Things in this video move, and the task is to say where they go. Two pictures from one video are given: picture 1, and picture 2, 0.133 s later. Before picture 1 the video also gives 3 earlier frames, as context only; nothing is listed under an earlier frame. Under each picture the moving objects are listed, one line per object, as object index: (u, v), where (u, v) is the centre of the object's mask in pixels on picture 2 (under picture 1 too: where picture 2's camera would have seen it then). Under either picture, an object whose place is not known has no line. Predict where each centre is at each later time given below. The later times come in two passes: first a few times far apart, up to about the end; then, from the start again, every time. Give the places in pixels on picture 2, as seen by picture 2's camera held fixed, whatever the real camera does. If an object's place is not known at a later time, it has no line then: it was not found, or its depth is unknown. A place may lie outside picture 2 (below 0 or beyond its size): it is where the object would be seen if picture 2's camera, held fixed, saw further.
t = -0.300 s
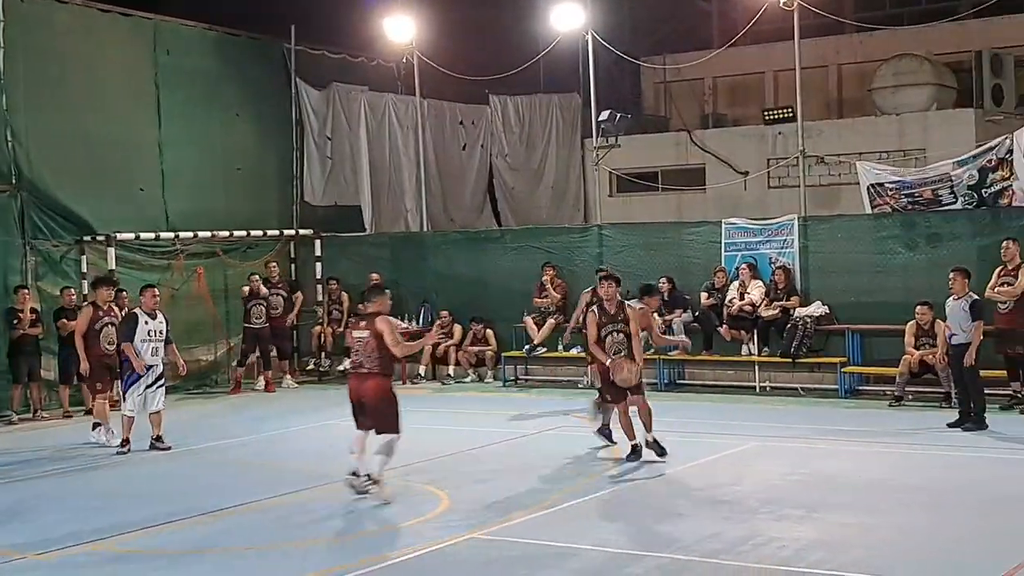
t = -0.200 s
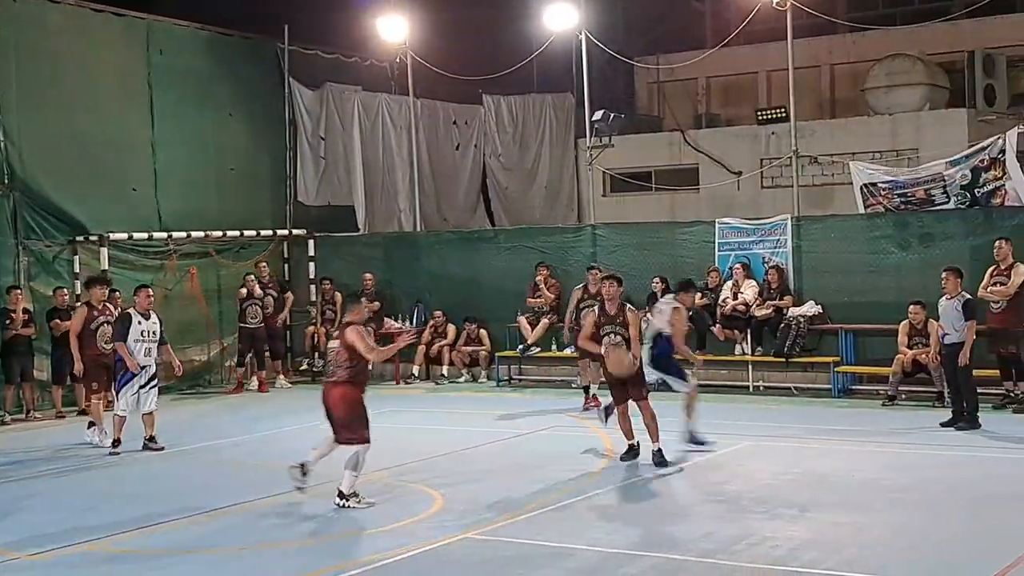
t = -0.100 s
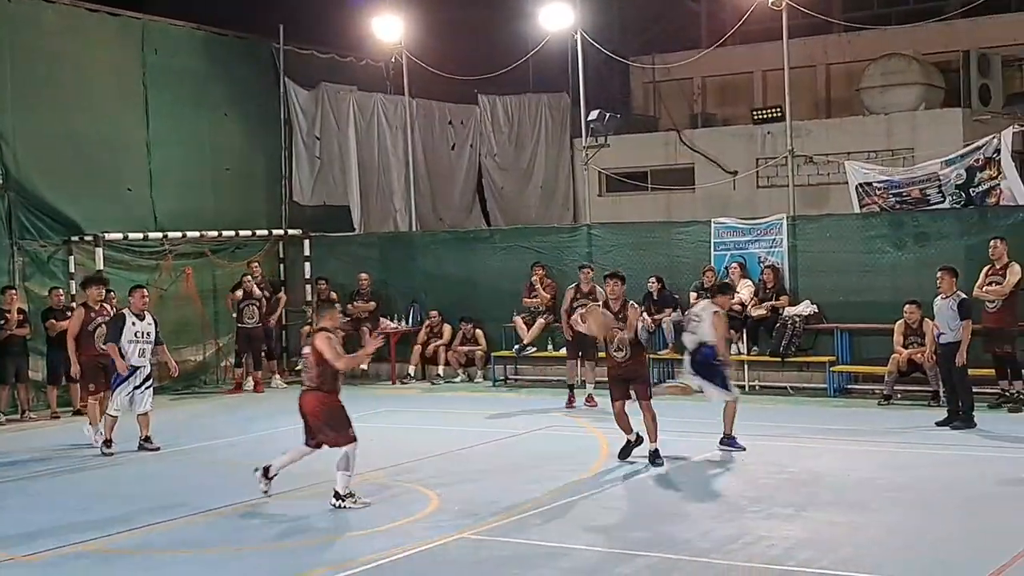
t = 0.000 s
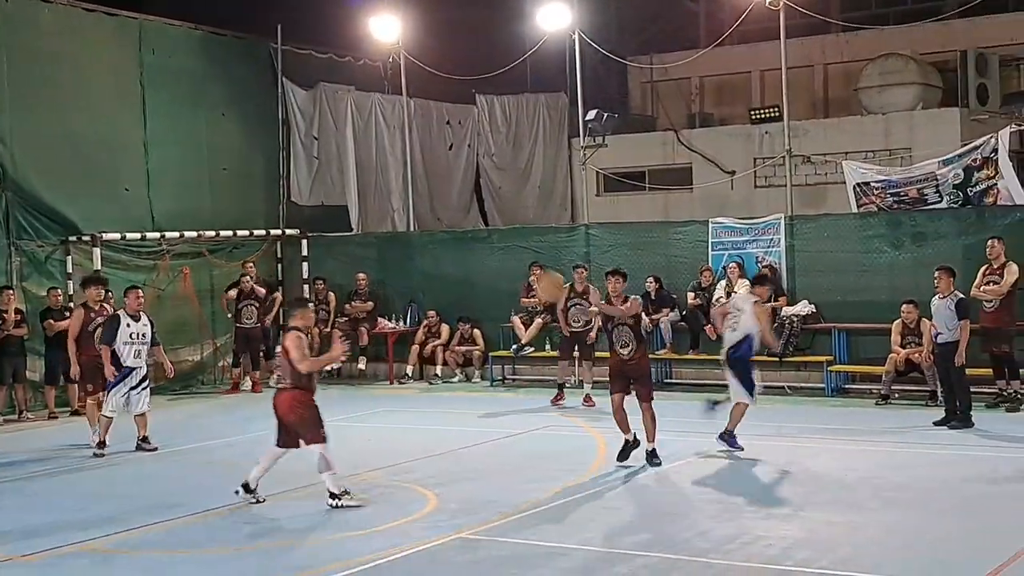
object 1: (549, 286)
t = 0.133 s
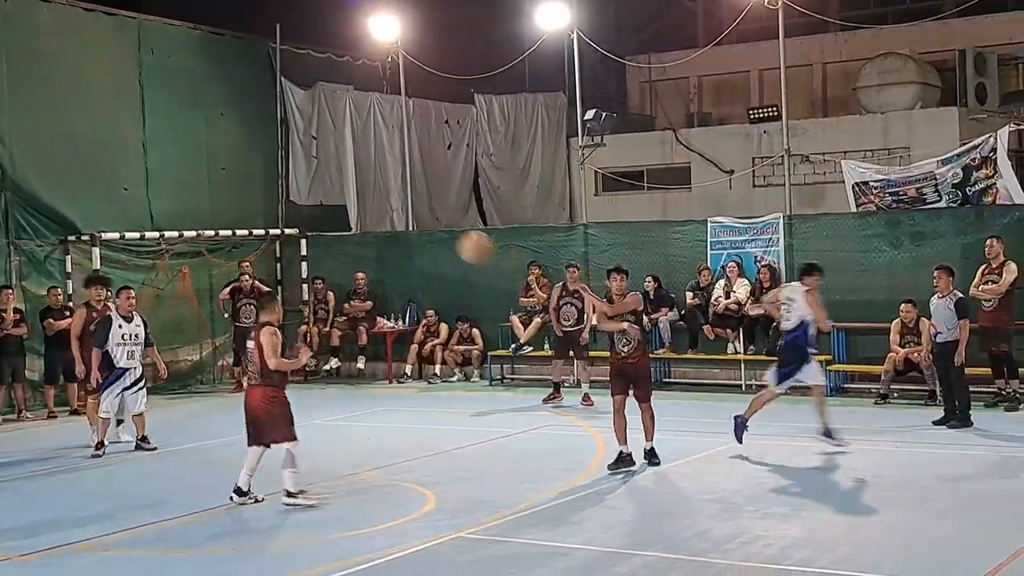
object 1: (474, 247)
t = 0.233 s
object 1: (411, 229)
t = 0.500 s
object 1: (179, 246)
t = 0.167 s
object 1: (454, 240)
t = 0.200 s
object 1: (432, 234)
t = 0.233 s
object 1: (411, 229)
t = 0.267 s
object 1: (386, 226)
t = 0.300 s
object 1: (360, 223)
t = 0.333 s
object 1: (332, 223)
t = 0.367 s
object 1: (308, 223)
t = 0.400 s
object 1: (279, 224)
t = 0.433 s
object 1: (247, 229)
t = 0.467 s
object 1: (213, 236)
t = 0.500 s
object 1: (179, 246)
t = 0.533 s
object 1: (141, 259)
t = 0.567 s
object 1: (104, 273)
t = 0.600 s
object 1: (61, 291)
